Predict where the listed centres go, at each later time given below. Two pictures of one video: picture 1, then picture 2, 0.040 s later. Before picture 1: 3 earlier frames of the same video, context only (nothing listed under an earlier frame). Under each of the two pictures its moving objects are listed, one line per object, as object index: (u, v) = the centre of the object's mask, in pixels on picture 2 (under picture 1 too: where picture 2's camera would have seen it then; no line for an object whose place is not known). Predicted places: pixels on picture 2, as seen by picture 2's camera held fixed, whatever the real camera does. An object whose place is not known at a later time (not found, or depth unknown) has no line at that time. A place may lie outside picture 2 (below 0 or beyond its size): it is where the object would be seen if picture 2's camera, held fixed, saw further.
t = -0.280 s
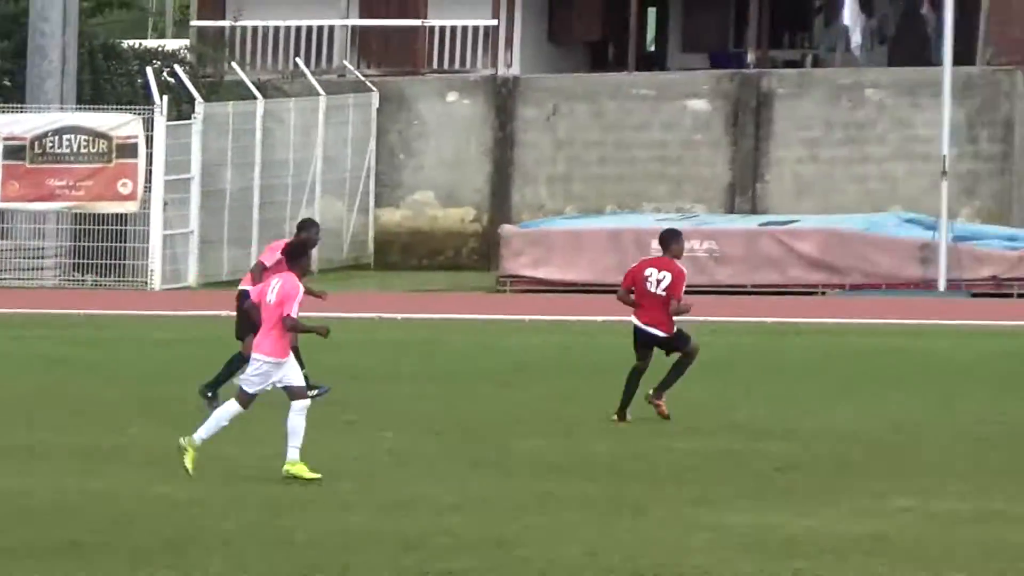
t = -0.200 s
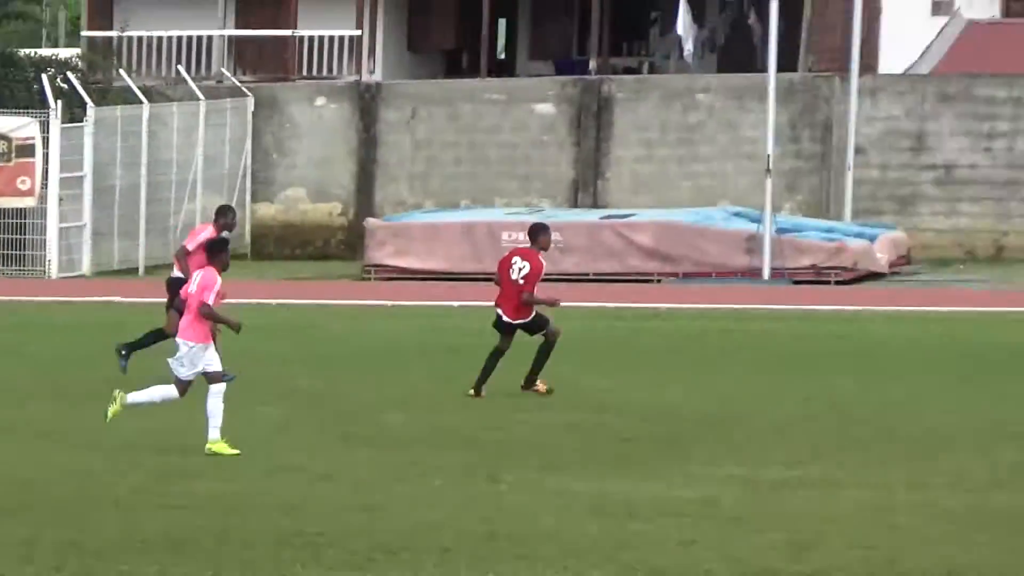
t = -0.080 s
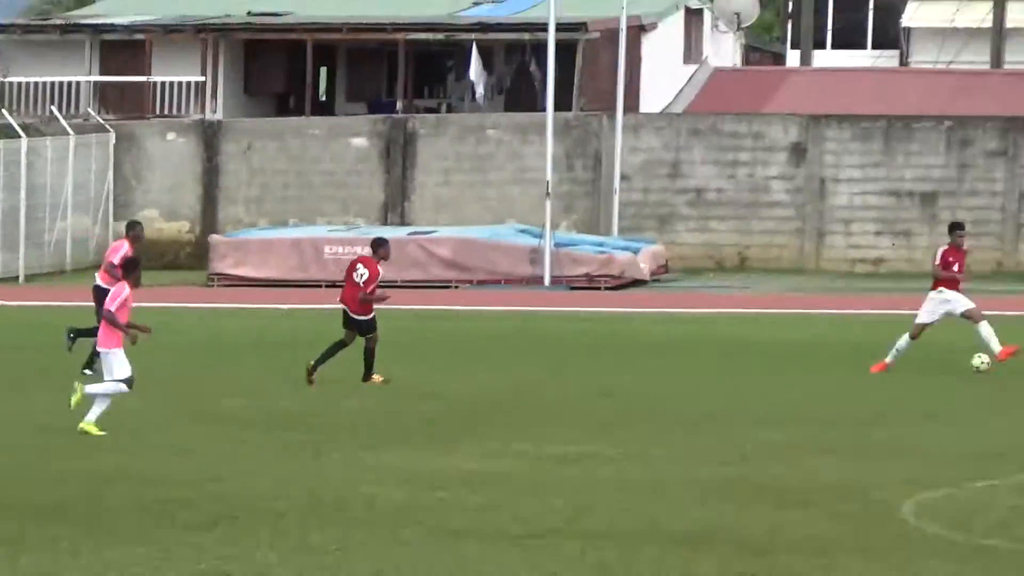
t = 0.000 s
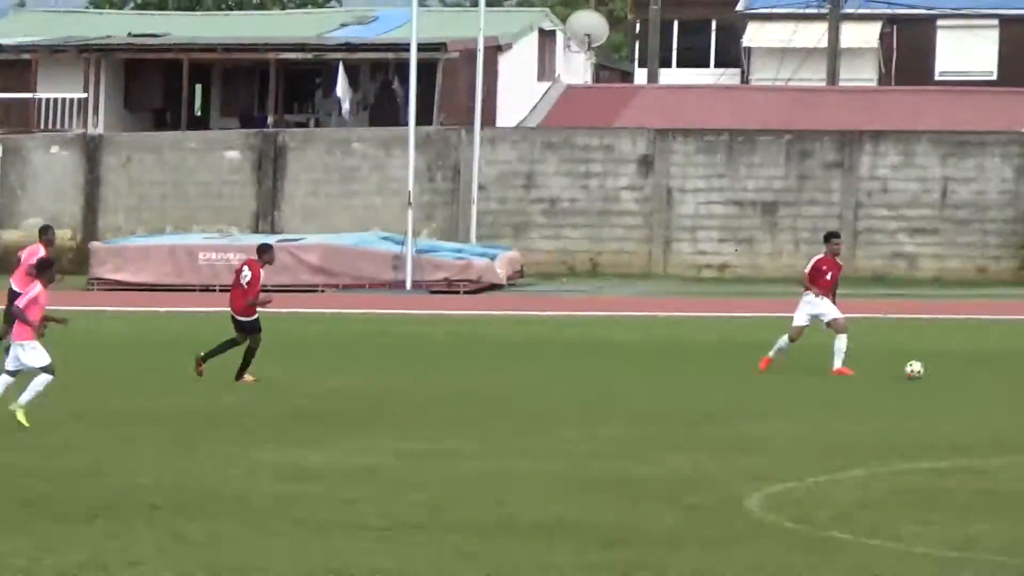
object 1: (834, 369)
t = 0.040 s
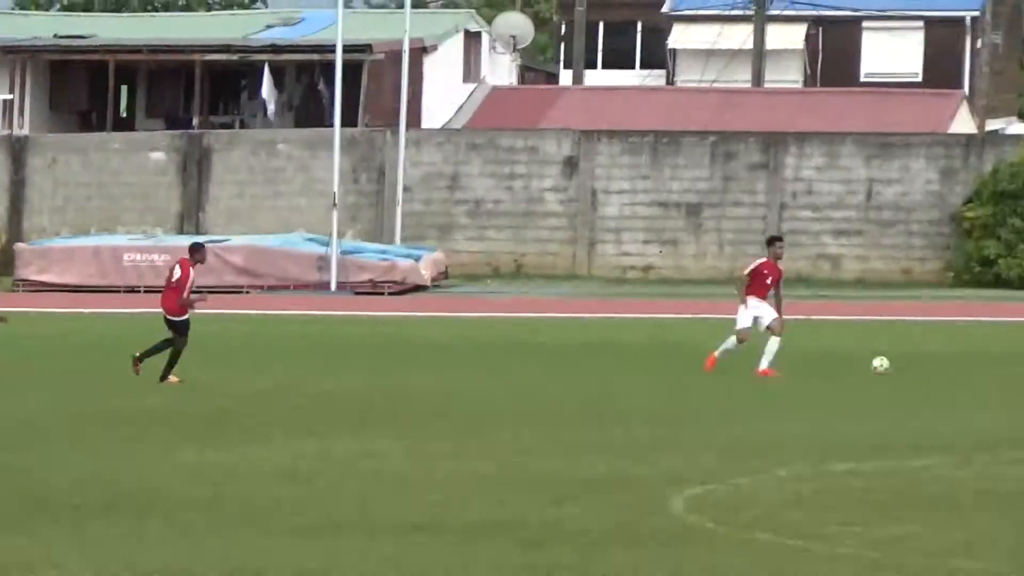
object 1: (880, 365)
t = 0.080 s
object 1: (921, 364)
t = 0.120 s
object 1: (957, 364)
